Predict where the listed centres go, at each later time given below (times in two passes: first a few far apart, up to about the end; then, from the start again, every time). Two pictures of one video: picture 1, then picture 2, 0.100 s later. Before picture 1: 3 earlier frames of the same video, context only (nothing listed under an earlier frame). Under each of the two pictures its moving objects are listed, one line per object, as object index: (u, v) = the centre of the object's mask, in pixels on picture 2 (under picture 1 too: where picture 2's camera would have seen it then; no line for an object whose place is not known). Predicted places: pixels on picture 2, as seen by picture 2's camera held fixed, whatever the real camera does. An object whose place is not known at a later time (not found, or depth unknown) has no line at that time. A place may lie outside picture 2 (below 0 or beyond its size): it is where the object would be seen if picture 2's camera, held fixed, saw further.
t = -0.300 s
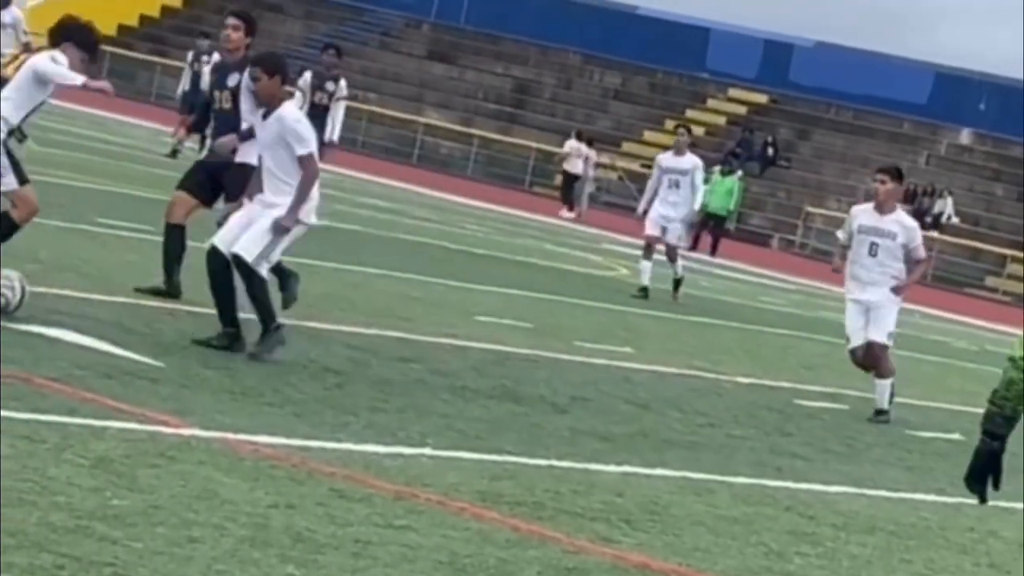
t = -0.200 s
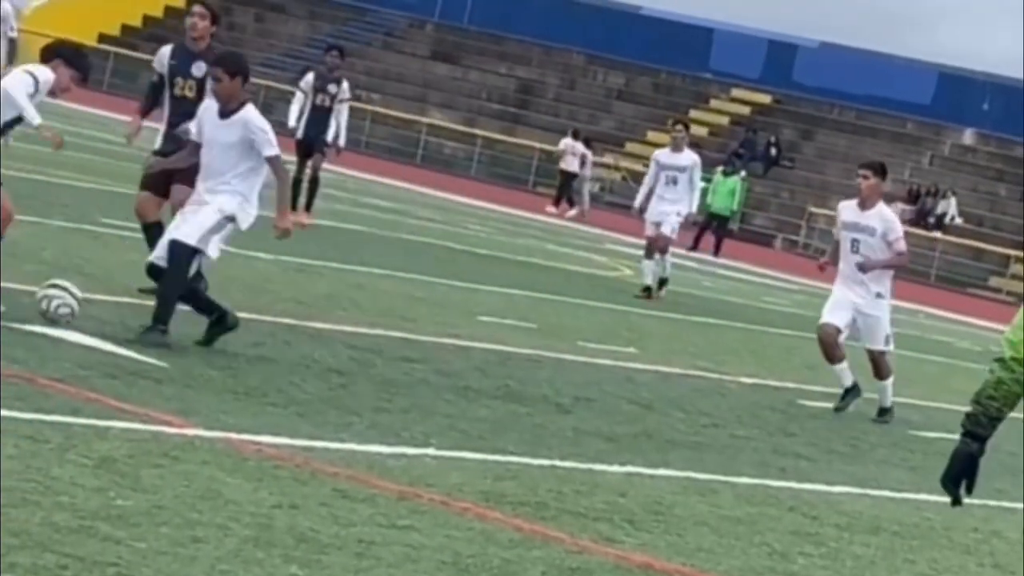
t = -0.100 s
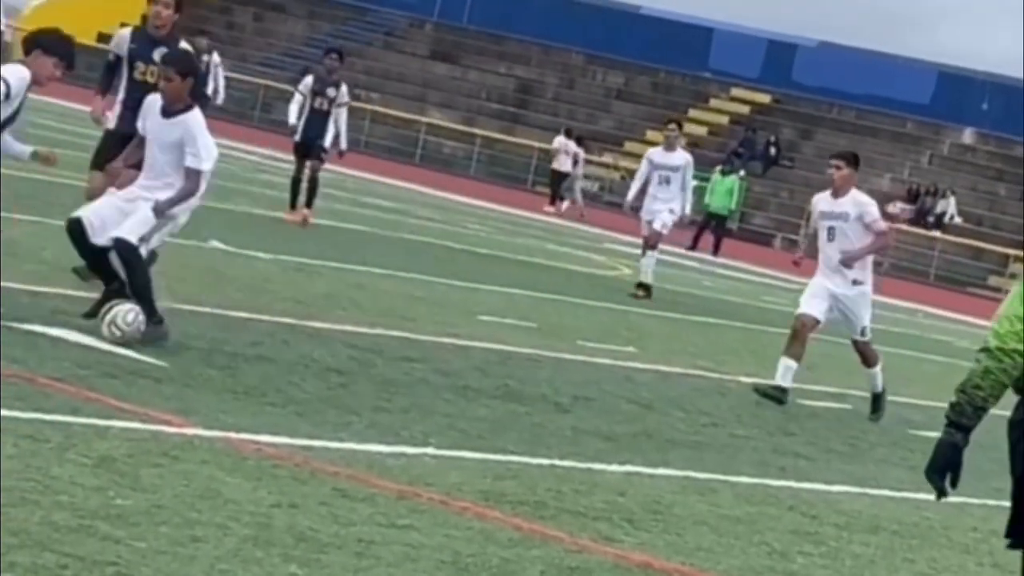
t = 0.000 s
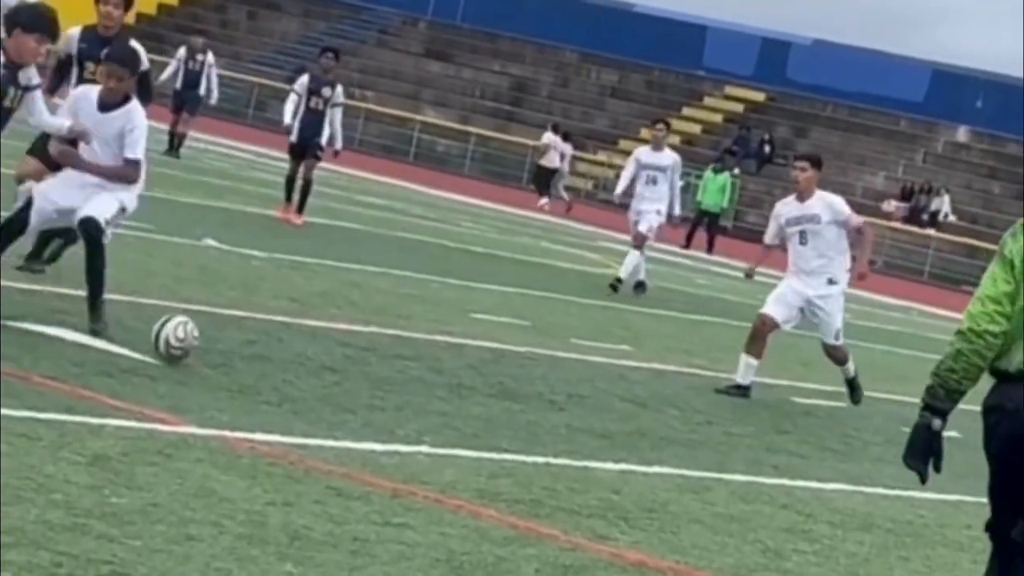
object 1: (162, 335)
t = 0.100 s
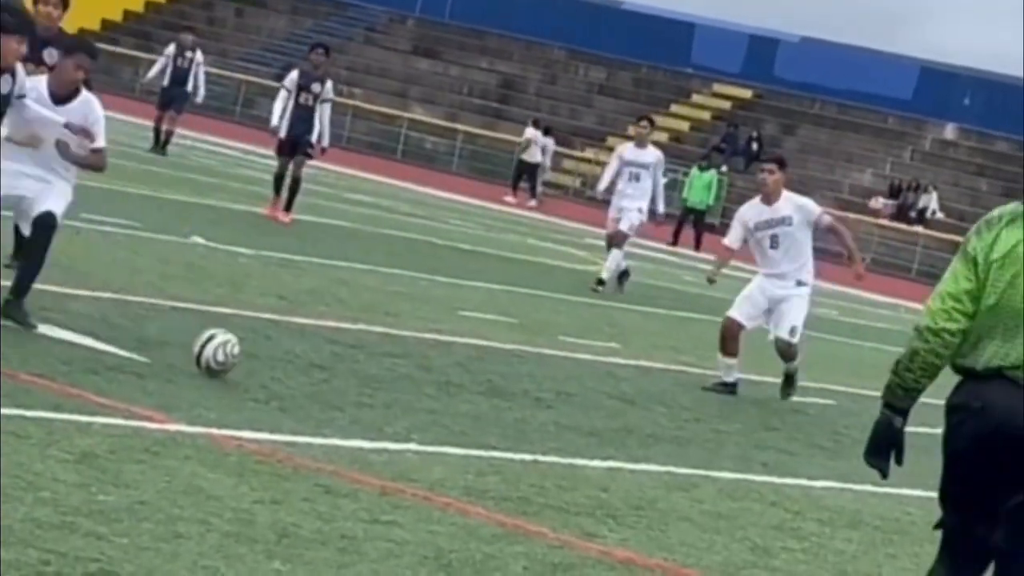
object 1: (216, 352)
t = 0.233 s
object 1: (277, 368)
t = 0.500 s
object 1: (363, 396)
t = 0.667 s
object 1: (415, 411)
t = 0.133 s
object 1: (234, 358)
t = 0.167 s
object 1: (248, 361)
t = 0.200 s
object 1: (263, 363)
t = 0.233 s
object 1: (277, 368)
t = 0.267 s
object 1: (290, 373)
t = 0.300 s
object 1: (300, 375)
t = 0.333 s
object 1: (311, 376)
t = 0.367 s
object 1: (321, 380)
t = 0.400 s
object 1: (330, 387)
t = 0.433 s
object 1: (342, 389)
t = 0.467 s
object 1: (353, 391)
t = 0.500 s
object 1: (363, 396)
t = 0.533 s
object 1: (373, 398)
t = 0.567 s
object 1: (384, 401)
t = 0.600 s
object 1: (393, 404)
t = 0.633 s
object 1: (405, 408)
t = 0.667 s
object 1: (415, 411)
